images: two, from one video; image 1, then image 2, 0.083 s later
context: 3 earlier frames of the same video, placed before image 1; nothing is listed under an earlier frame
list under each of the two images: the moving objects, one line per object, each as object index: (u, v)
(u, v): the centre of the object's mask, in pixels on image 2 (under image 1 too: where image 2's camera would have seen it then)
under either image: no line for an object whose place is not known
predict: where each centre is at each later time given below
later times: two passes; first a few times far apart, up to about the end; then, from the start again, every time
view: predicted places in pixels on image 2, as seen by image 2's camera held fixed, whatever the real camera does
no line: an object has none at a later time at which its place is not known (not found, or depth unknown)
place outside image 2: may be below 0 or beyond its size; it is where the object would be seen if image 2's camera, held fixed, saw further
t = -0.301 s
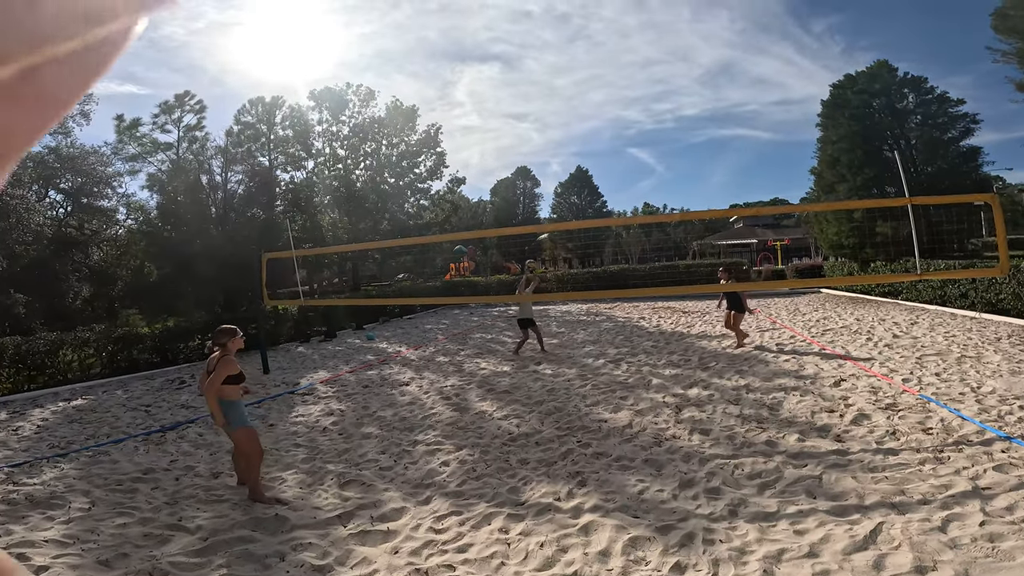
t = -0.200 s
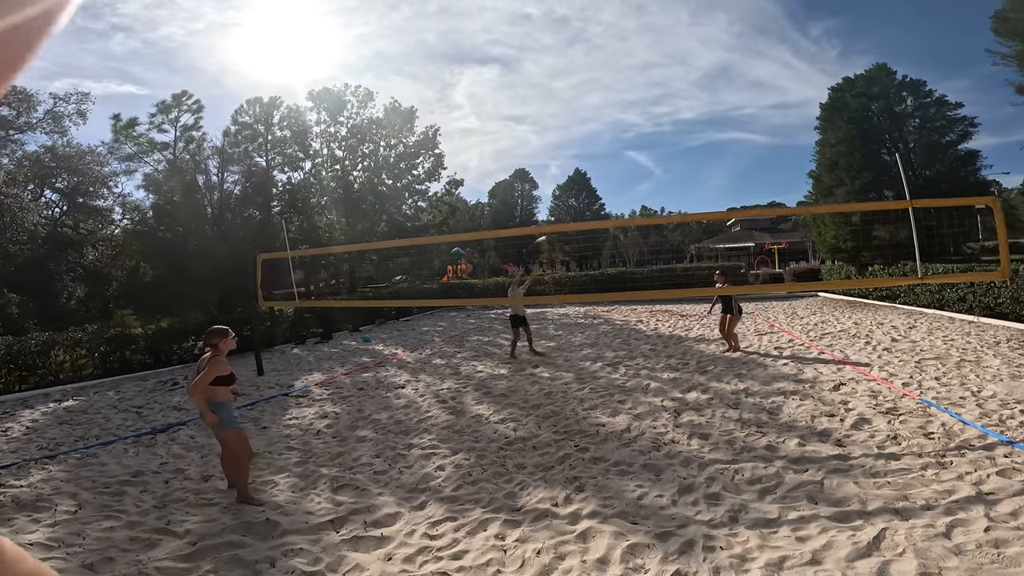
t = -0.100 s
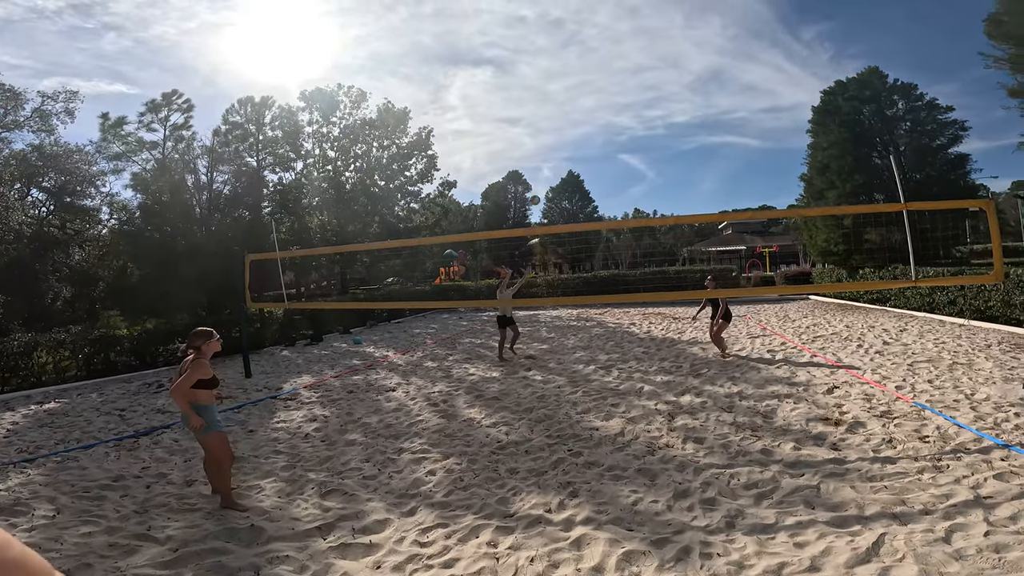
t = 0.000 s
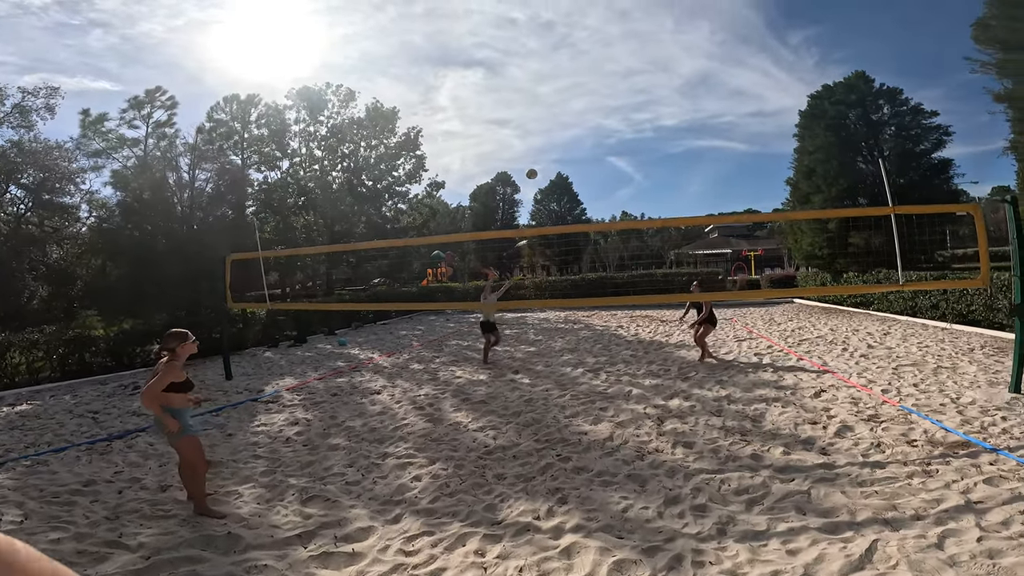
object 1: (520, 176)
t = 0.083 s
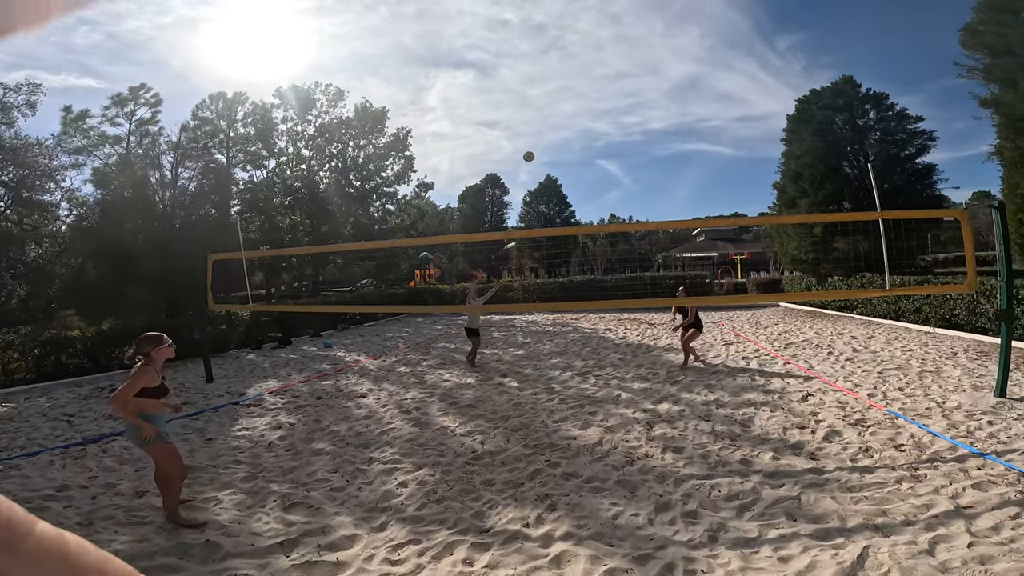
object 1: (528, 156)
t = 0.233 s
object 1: (543, 129)
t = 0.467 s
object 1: (567, 107)
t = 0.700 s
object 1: (596, 110)
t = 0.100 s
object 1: (530, 153)
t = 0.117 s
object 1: (532, 149)
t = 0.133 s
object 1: (533, 146)
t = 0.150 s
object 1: (535, 143)
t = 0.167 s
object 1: (536, 140)
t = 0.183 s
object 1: (538, 137)
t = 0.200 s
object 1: (540, 134)
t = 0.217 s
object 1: (541, 132)
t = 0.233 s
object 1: (543, 129)
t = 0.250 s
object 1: (545, 127)
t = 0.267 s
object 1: (546, 125)
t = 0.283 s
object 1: (548, 122)
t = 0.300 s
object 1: (550, 120)
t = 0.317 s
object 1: (552, 118)
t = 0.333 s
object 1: (553, 117)
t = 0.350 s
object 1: (555, 115)
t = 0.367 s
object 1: (557, 113)
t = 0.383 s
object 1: (558, 112)
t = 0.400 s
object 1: (560, 111)
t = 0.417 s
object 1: (562, 109)
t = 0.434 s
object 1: (564, 109)
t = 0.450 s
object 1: (565, 108)
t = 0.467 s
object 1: (567, 107)
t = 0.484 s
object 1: (569, 106)
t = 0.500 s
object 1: (571, 105)
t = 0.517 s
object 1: (573, 105)
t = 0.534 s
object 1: (575, 105)
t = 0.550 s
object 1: (577, 105)
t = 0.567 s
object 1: (579, 105)
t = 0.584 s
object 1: (581, 105)
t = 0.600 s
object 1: (583, 105)
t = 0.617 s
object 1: (585, 105)
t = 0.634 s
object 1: (587, 106)
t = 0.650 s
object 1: (589, 107)
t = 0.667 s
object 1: (591, 108)
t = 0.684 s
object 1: (593, 109)
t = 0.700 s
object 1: (596, 110)
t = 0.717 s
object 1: (598, 111)
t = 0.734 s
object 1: (600, 113)
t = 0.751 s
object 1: (603, 115)
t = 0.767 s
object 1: (605, 116)
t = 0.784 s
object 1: (608, 118)
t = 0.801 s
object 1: (610, 121)
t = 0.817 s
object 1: (612, 123)
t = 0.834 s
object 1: (615, 126)
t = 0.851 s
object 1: (618, 129)
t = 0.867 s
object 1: (620, 132)
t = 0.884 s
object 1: (623, 136)
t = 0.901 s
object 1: (625, 139)
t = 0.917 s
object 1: (628, 143)
